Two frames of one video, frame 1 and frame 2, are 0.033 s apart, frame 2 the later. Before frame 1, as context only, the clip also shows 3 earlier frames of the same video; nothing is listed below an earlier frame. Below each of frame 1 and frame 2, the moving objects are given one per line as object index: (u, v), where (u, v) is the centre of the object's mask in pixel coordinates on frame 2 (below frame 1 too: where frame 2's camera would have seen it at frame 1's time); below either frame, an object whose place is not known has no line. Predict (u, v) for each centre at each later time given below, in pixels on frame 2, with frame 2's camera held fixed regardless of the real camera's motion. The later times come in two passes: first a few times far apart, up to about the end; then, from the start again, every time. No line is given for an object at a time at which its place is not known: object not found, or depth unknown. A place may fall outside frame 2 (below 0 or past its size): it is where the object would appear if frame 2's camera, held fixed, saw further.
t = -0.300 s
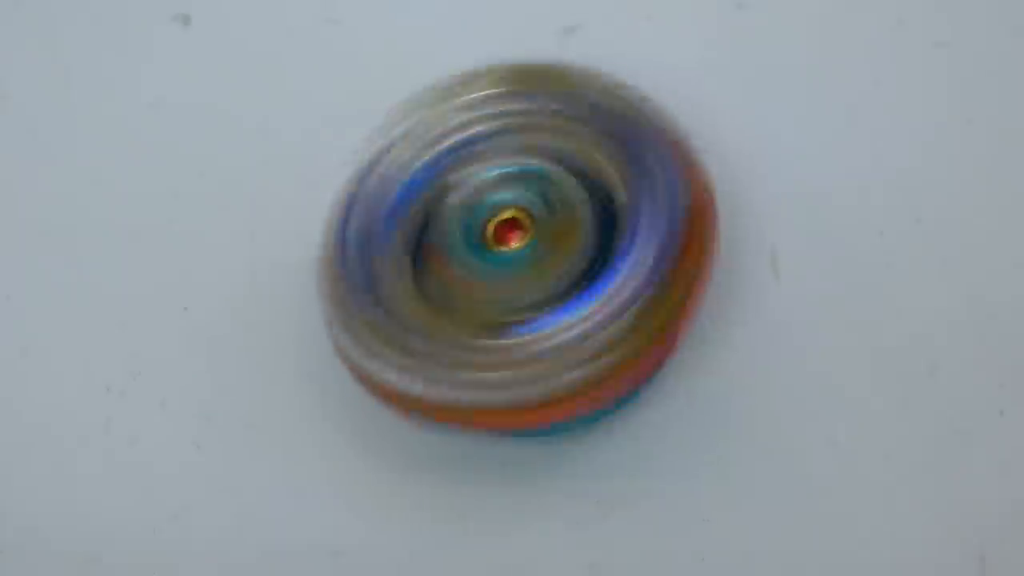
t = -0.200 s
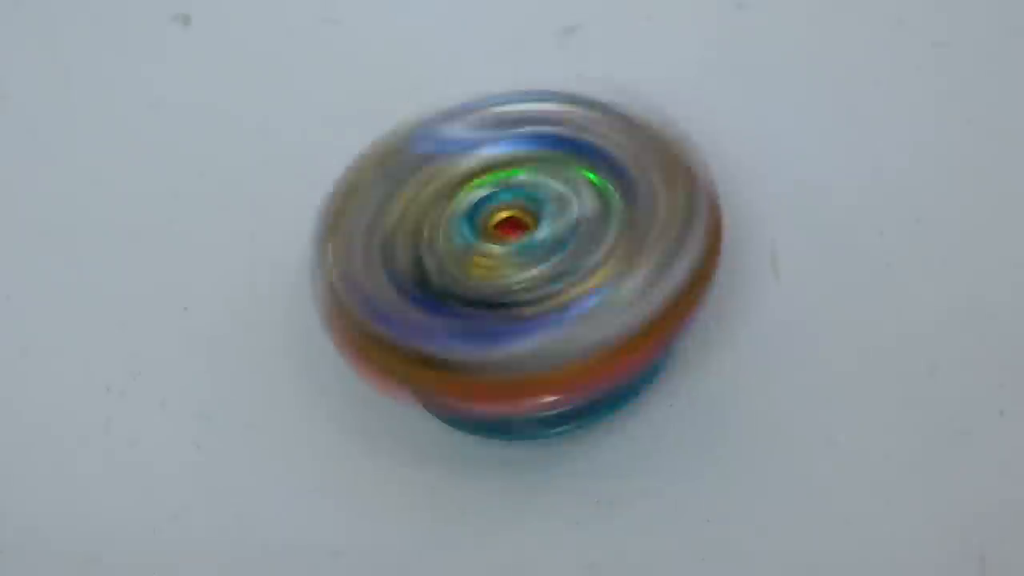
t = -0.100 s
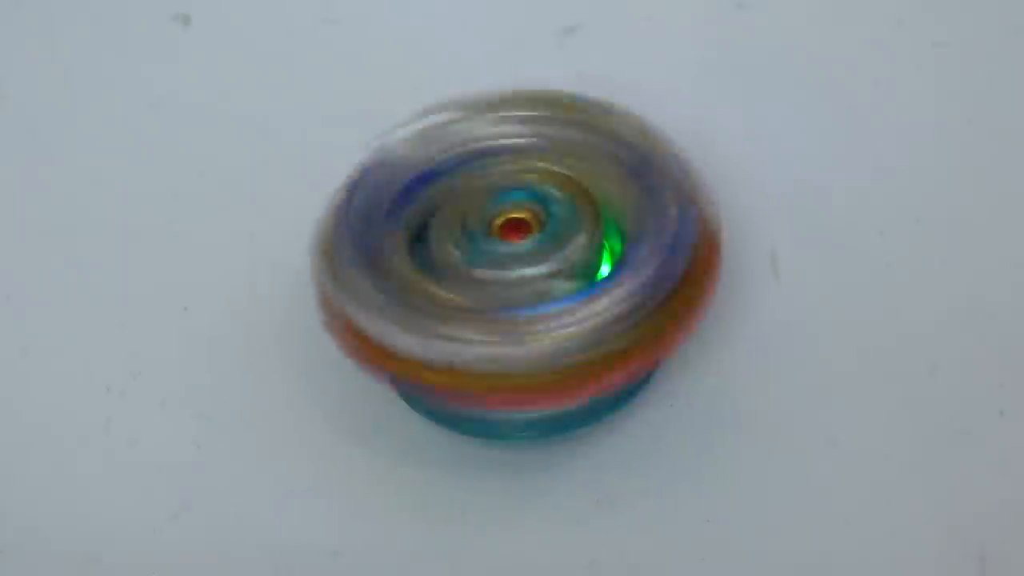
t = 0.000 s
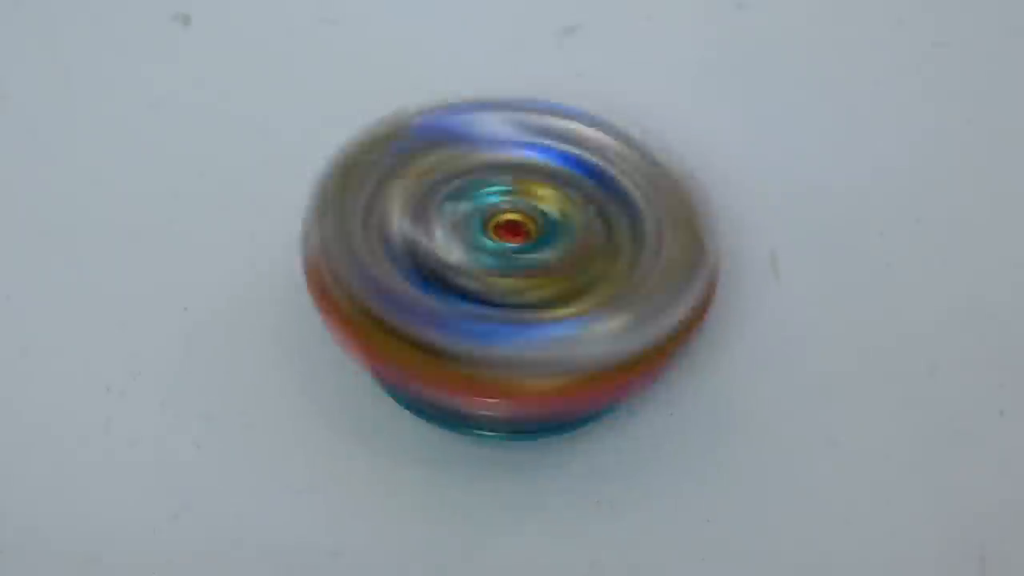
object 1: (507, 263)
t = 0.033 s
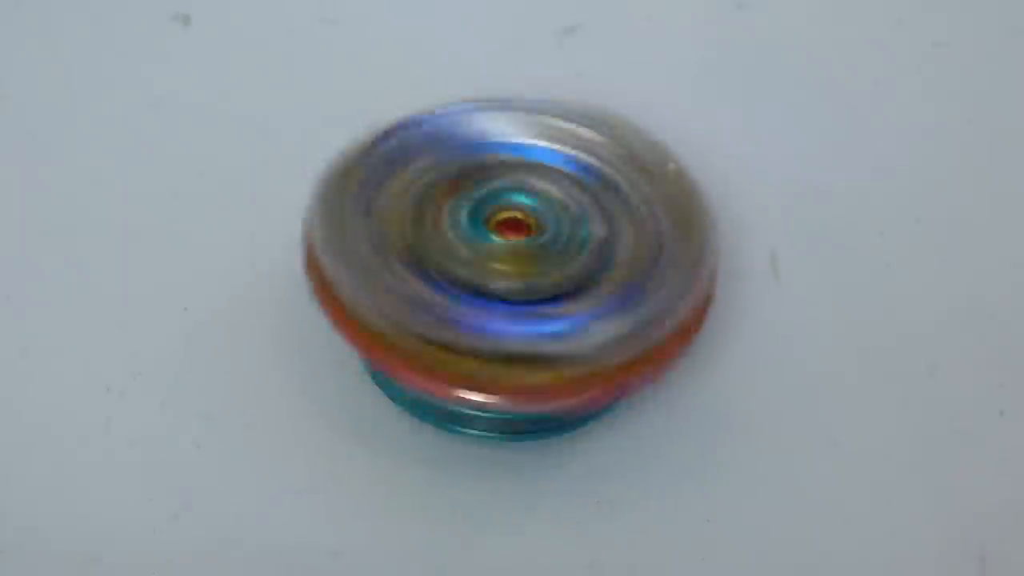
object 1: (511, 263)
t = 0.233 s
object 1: (508, 252)
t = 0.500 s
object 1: (509, 248)
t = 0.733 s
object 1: (509, 267)
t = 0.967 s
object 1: (502, 266)
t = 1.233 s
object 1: (511, 251)
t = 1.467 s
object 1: (513, 257)
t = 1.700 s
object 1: (509, 266)
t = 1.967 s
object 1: (506, 252)
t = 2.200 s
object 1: (513, 253)
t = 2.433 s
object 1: (517, 267)
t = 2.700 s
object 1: (502, 261)
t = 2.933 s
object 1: (518, 252)
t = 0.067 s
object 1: (509, 258)
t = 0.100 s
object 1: (503, 256)
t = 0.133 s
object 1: (504, 256)
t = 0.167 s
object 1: (501, 254)
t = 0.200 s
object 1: (502, 255)
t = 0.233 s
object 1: (508, 252)
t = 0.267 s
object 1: (505, 248)
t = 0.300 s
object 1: (506, 250)
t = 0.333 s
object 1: (505, 251)
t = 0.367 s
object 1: (506, 251)
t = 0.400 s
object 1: (506, 253)
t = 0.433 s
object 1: (510, 249)
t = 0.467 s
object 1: (510, 249)
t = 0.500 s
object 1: (509, 248)
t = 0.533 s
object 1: (513, 251)
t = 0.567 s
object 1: (511, 255)
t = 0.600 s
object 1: (514, 259)
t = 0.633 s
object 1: (517, 260)
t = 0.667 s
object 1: (514, 263)
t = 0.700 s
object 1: (512, 265)
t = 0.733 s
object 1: (509, 267)
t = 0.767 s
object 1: (506, 269)
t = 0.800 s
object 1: (511, 268)
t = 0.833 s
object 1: (511, 269)
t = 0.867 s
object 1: (508, 267)
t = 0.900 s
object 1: (503, 266)
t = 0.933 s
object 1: (502, 267)
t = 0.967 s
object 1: (502, 266)
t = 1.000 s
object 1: (505, 263)
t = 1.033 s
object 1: (505, 258)
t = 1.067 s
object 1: (501, 254)
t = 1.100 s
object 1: (504, 254)
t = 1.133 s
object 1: (504, 257)
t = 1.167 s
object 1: (509, 254)
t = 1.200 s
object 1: (513, 253)
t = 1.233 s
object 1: (511, 251)
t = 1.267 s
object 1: (512, 252)
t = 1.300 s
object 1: (510, 254)
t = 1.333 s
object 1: (512, 254)
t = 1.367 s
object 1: (515, 253)
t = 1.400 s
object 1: (516, 253)
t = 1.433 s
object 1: (516, 253)
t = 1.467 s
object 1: (513, 257)
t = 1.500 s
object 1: (514, 262)
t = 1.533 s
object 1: (516, 262)
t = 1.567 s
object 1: (516, 264)
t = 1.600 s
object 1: (514, 264)
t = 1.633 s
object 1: (509, 266)
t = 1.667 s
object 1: (506, 266)
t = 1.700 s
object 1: (509, 266)
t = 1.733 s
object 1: (512, 266)
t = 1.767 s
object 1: (511, 263)
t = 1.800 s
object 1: (505, 262)
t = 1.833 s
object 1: (505, 262)
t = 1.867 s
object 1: (504, 262)
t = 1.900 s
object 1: (508, 259)
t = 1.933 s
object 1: (509, 255)
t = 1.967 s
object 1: (506, 252)
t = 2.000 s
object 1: (509, 253)
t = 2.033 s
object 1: (510, 256)
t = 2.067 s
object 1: (513, 252)
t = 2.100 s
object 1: (516, 252)
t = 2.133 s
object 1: (512, 251)
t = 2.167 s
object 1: (514, 251)
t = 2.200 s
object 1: (513, 253)
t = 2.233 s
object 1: (517, 254)
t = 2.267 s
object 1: (520, 253)
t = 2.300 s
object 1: (519, 256)
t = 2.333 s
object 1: (518, 260)
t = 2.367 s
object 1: (515, 262)
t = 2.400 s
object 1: (515, 267)
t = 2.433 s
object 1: (517, 267)
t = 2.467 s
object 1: (512, 266)
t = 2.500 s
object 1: (509, 266)
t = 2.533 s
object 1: (506, 266)
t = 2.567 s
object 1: (507, 268)
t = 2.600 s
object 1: (512, 265)
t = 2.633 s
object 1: (506, 263)
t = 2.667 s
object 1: (505, 263)
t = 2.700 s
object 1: (502, 261)
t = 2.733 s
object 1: (504, 263)
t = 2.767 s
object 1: (508, 258)
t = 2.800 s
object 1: (506, 251)
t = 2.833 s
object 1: (509, 252)
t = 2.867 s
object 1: (510, 254)
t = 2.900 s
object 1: (514, 253)
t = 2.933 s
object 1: (518, 252)
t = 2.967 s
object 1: (514, 251)
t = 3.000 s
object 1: (517, 249)
